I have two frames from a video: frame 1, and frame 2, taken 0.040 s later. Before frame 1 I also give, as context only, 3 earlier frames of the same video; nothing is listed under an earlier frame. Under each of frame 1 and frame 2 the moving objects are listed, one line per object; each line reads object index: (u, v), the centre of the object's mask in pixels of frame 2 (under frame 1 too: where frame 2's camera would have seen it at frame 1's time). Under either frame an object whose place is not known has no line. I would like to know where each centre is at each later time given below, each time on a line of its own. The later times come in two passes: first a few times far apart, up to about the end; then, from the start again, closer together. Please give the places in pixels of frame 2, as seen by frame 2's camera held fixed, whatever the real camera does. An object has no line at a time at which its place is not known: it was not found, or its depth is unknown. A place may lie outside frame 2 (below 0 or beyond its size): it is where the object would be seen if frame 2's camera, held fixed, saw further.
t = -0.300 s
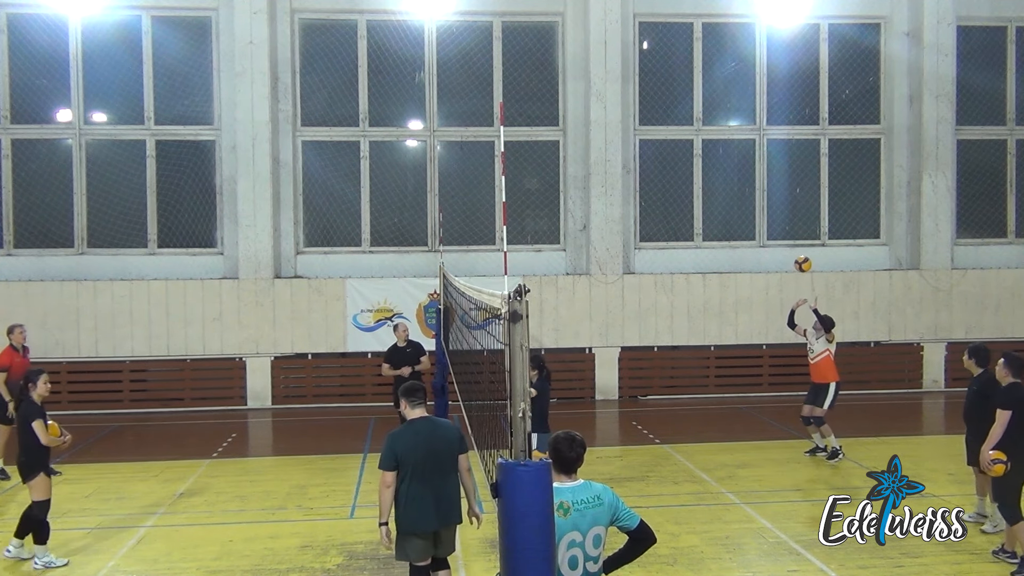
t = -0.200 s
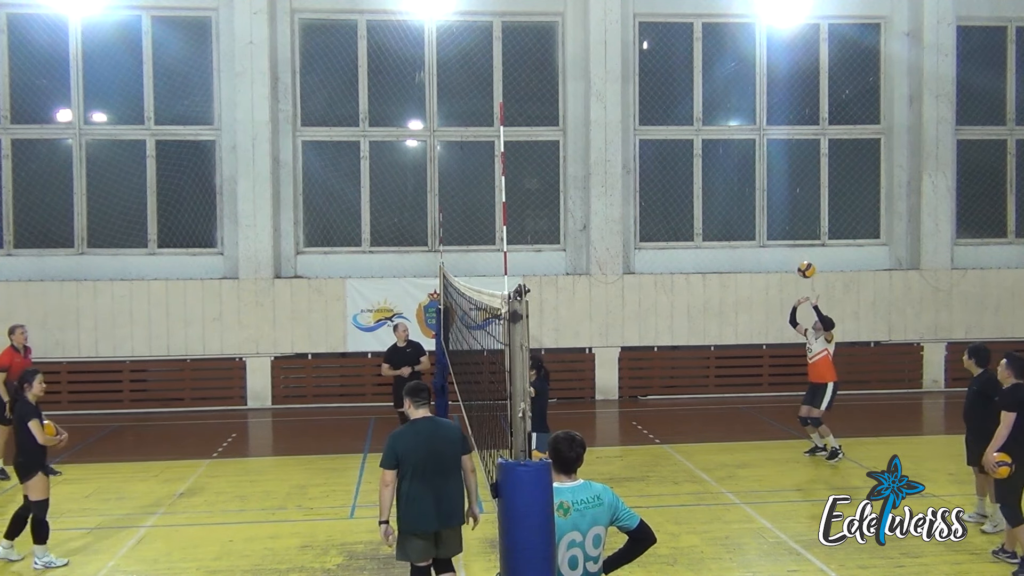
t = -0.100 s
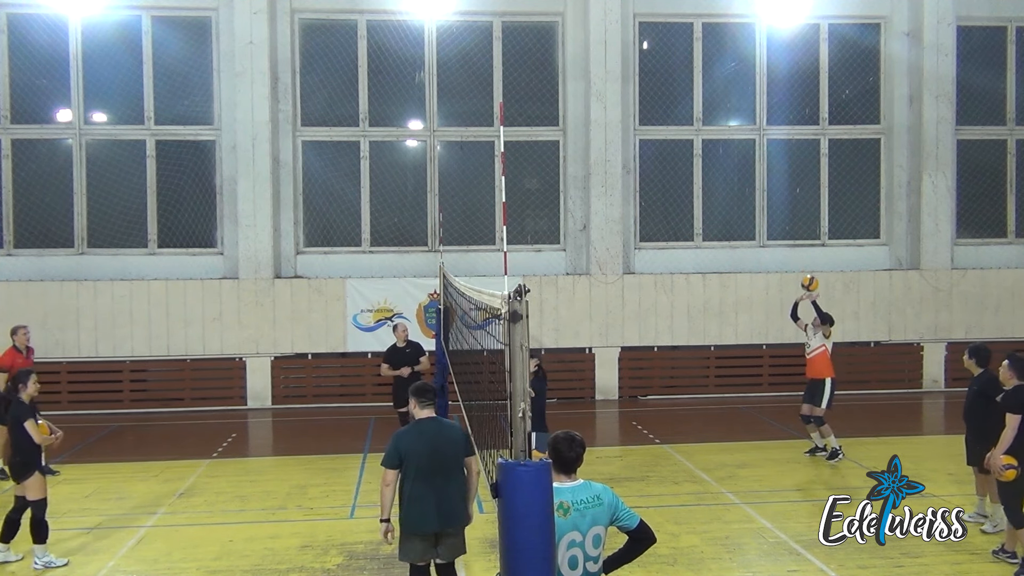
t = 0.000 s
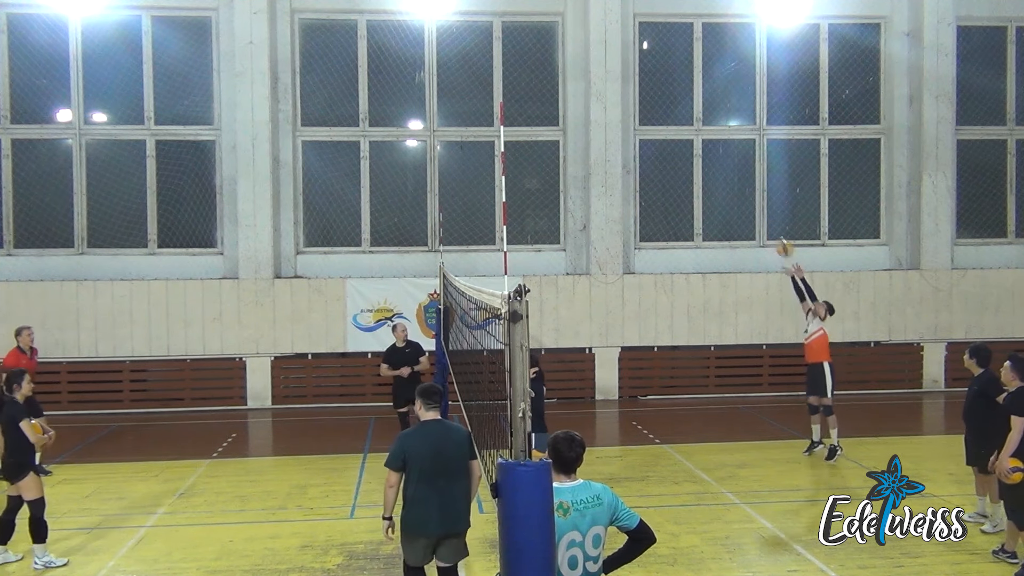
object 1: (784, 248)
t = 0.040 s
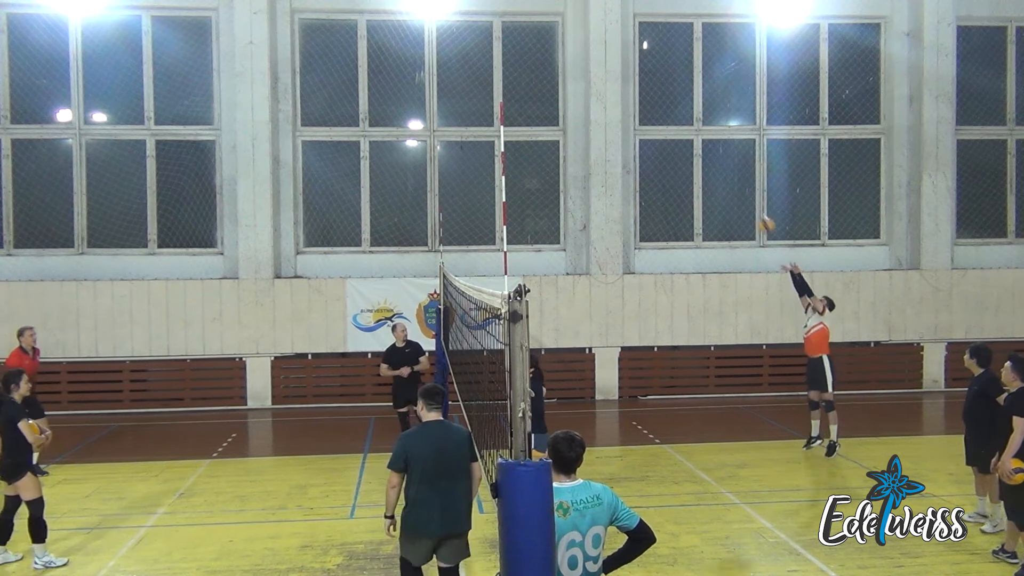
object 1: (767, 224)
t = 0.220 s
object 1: (681, 138)
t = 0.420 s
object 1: (584, 75)
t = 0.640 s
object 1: (481, 46)
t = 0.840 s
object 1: (388, 54)
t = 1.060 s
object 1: (287, 105)
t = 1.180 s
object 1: (233, 149)
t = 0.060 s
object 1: (756, 214)
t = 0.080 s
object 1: (747, 203)
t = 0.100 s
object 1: (737, 192)
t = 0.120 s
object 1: (728, 183)
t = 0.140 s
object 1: (718, 173)
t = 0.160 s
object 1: (709, 163)
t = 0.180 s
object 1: (699, 154)
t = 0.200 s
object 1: (690, 146)
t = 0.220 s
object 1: (681, 138)
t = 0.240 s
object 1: (671, 130)
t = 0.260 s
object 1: (661, 122)
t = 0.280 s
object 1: (652, 115)
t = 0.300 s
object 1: (642, 109)
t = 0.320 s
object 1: (632, 102)
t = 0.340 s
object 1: (623, 96)
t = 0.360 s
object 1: (613, 90)
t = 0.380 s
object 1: (603, 85)
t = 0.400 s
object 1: (594, 79)
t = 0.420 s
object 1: (584, 75)
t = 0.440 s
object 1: (575, 70)
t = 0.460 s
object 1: (566, 66)
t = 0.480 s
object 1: (555, 62)
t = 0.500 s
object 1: (546, 59)
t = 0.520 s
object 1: (537, 57)
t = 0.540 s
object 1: (528, 53)
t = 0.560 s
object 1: (518, 51)
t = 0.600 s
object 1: (501, 48)
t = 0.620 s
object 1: (489, 47)
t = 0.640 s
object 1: (481, 46)
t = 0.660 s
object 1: (471, 44)
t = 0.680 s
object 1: (463, 44)
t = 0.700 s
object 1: (452, 44)
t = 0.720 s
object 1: (443, 44)
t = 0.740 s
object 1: (435, 44)
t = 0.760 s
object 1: (425, 47)
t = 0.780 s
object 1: (416, 48)
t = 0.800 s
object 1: (407, 49)
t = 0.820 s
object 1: (397, 51)
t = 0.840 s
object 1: (388, 54)
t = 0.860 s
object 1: (378, 57)
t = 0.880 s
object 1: (370, 60)
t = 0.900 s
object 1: (360, 64)
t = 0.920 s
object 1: (351, 67)
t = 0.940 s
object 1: (342, 71)
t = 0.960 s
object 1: (332, 76)
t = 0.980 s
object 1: (323, 80)
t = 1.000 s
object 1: (314, 86)
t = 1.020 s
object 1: (305, 92)
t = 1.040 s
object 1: (296, 98)
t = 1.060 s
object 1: (287, 105)
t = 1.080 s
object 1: (278, 111)
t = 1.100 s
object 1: (269, 118)
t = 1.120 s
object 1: (260, 125)
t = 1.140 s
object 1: (251, 133)
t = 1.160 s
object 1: (242, 141)
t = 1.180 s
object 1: (233, 149)
